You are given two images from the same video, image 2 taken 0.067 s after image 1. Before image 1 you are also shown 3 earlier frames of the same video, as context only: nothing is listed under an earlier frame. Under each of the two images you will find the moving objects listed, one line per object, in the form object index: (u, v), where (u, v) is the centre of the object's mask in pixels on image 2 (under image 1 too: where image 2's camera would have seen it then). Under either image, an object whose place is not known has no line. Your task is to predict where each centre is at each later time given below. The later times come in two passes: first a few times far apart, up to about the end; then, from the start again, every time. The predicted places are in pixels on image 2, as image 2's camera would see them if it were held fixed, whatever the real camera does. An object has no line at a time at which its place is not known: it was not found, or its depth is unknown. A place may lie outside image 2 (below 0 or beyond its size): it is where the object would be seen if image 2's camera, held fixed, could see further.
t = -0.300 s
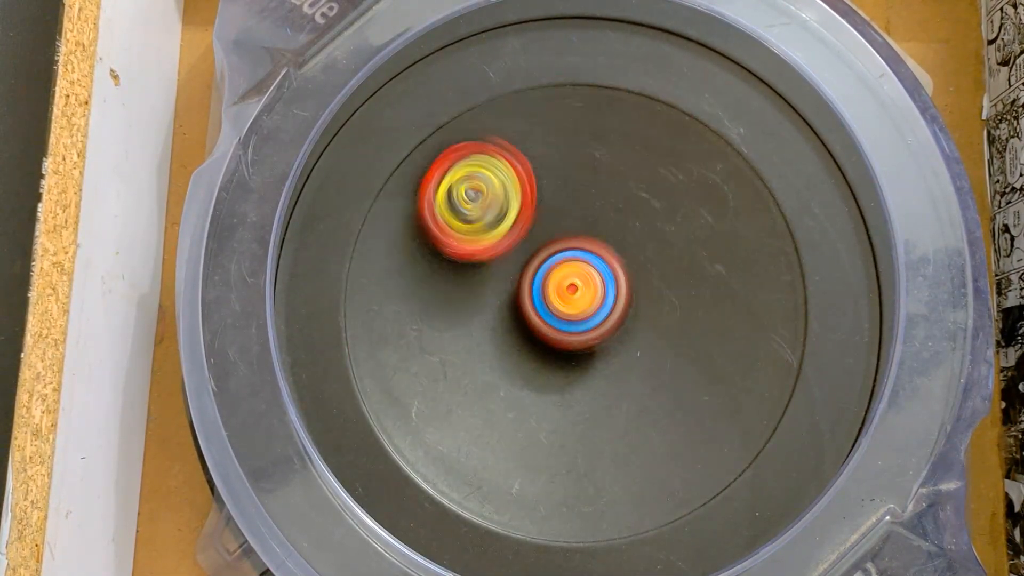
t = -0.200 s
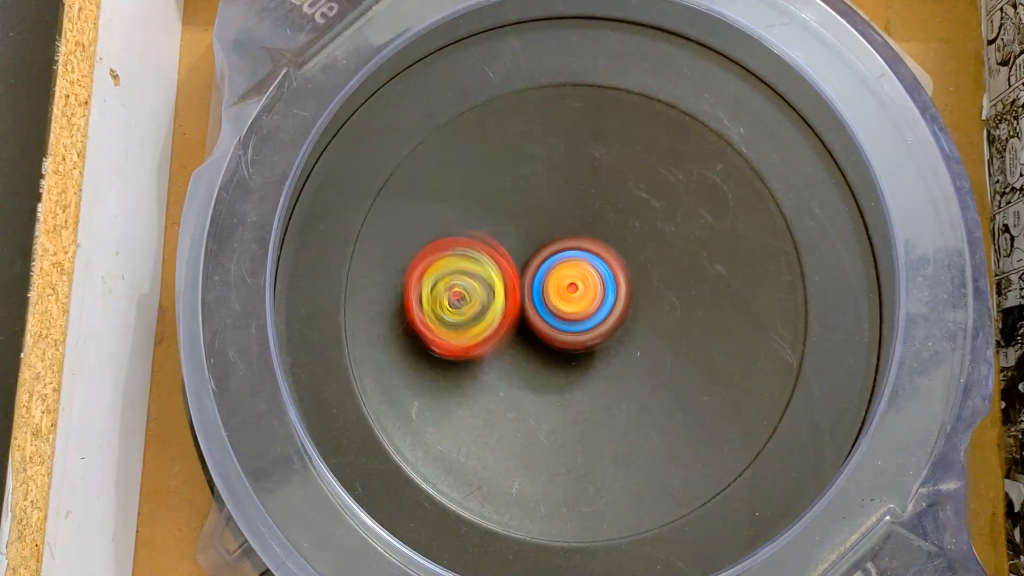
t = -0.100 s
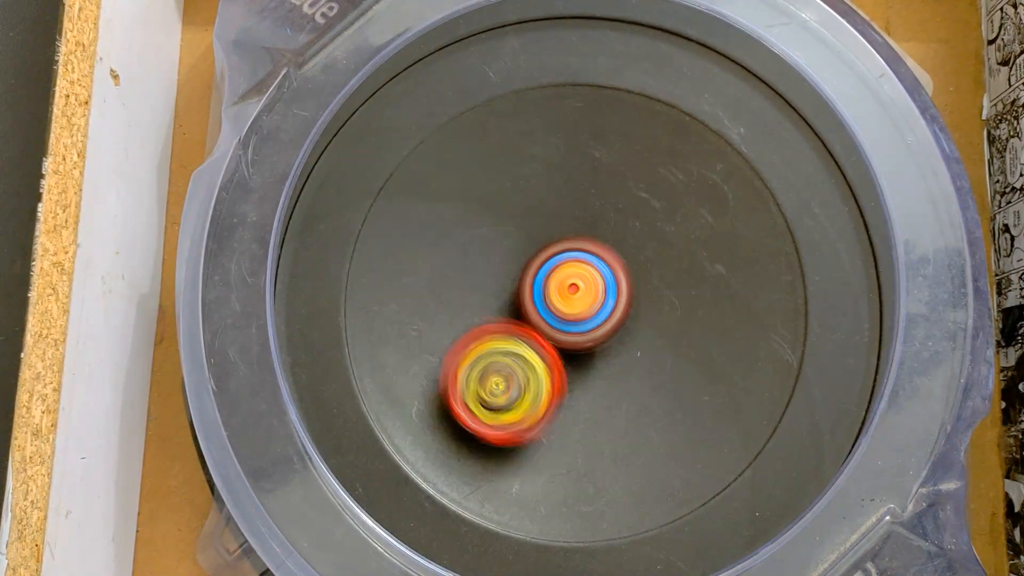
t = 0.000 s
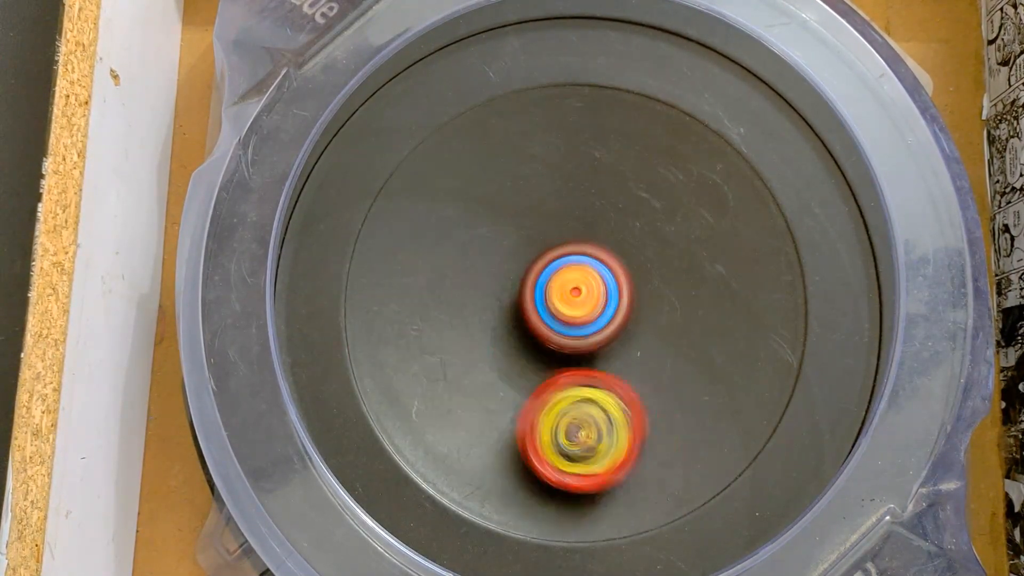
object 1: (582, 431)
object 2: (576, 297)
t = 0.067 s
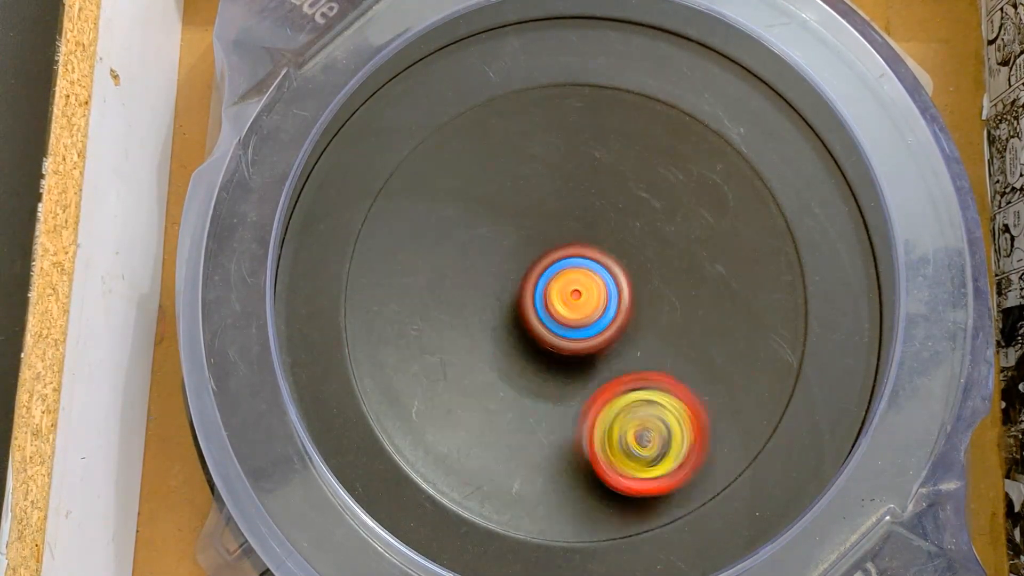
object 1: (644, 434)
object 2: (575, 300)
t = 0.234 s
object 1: (739, 334)
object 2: (576, 306)
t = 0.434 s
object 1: (622, 200)
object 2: (577, 309)
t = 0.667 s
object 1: (440, 276)
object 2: (577, 313)
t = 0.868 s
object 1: (466, 428)
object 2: (575, 308)
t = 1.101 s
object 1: (654, 377)
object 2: (573, 301)
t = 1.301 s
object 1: (675, 224)
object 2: (560, 277)
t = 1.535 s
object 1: (515, 172)
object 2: (566, 297)
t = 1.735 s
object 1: (460, 314)
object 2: (573, 307)
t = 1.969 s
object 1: (606, 419)
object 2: (578, 301)
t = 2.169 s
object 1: (703, 313)
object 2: (575, 302)
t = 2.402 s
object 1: (617, 168)
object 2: (554, 306)
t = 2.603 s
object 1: (504, 217)
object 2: (547, 318)
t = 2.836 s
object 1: (468, 228)
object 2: (545, 328)
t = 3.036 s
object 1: (478, 225)
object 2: (561, 318)
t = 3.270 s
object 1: (511, 204)
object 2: (586, 309)
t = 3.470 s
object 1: (536, 202)
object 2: (603, 317)
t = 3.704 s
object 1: (574, 210)
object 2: (600, 341)
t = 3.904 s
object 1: (606, 210)
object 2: (574, 347)
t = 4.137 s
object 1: (635, 226)
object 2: (555, 347)
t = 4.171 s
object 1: (633, 236)
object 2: (553, 346)
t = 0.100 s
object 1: (674, 427)
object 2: (576, 301)
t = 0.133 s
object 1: (702, 412)
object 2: (576, 302)
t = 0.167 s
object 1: (722, 390)
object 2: (576, 302)
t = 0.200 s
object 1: (734, 364)
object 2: (576, 304)
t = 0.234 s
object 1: (739, 334)
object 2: (576, 306)
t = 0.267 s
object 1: (737, 304)
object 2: (576, 306)
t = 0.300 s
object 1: (725, 274)
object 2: (576, 307)
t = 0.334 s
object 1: (706, 248)
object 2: (576, 307)
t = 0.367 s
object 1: (682, 227)
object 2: (576, 307)
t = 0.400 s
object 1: (652, 210)
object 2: (577, 308)
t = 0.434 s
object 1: (622, 200)
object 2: (577, 309)
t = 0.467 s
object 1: (589, 198)
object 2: (577, 310)
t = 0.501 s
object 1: (557, 200)
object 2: (576, 310)
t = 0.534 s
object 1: (527, 205)
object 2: (577, 311)
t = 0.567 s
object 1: (500, 217)
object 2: (577, 312)
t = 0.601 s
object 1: (475, 233)
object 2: (576, 314)
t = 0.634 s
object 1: (455, 254)
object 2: (577, 313)
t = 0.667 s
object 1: (440, 276)
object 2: (577, 313)
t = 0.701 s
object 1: (428, 302)
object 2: (577, 313)
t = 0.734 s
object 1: (422, 330)
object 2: (576, 313)
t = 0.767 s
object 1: (424, 358)
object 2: (576, 311)
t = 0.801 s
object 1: (430, 384)
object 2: (576, 309)
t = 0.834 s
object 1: (446, 410)
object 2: (576, 308)
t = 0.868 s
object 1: (466, 428)
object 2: (575, 308)
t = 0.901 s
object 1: (491, 442)
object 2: (575, 308)
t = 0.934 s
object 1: (522, 448)
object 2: (575, 307)
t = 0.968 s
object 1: (552, 447)
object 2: (576, 307)
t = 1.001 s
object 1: (582, 438)
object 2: (575, 308)
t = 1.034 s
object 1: (610, 422)
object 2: (575, 307)
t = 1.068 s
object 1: (635, 401)
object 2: (574, 305)
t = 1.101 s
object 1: (654, 377)
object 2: (573, 301)
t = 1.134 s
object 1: (675, 358)
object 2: (569, 294)
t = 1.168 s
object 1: (686, 335)
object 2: (565, 287)
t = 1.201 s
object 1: (692, 307)
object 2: (562, 281)
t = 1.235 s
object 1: (692, 278)
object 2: (561, 278)
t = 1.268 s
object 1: (687, 250)
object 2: (560, 277)
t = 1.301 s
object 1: (675, 224)
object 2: (560, 277)
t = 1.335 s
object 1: (660, 202)
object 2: (560, 279)
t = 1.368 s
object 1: (642, 183)
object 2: (561, 281)
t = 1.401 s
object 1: (618, 169)
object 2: (562, 284)
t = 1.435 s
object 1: (593, 159)
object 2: (563, 288)
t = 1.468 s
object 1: (567, 157)
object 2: (563, 291)
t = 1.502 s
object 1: (539, 161)
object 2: (564, 294)
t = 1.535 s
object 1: (515, 172)
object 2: (566, 297)
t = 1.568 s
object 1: (494, 186)
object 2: (567, 300)
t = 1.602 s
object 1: (476, 206)
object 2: (569, 302)
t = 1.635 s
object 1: (461, 231)
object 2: (570, 304)
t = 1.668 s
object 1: (455, 258)
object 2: (571, 306)
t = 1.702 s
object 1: (456, 286)
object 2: (572, 307)
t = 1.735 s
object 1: (460, 314)
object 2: (573, 307)
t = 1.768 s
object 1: (470, 340)
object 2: (574, 307)
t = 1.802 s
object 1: (484, 364)
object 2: (575, 306)
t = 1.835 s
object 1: (503, 385)
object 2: (577, 304)
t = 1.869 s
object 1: (526, 401)
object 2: (578, 303)
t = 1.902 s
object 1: (549, 411)
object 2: (578, 302)
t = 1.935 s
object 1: (578, 418)
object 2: (578, 302)
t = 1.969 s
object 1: (606, 419)
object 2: (578, 301)
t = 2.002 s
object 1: (632, 414)
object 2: (578, 301)
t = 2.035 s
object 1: (657, 402)
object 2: (577, 301)
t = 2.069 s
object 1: (677, 386)
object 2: (576, 301)
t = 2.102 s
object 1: (692, 365)
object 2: (576, 301)
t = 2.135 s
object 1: (701, 340)
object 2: (576, 301)
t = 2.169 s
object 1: (703, 313)
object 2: (575, 302)
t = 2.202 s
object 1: (698, 287)
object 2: (575, 302)
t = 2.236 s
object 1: (686, 262)
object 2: (574, 302)
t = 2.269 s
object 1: (670, 241)
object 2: (573, 302)
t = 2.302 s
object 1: (658, 221)
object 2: (570, 301)
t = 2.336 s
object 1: (647, 198)
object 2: (563, 302)
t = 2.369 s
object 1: (633, 181)
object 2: (558, 304)
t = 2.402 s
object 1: (617, 168)
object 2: (554, 306)
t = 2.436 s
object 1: (597, 160)
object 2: (551, 308)
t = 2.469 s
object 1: (574, 159)
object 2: (550, 310)
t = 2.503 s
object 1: (551, 166)
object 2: (549, 311)
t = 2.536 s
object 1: (532, 179)
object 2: (548, 314)
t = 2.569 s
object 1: (515, 197)
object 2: (547, 315)
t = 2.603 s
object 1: (504, 217)
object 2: (547, 318)
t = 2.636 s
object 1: (499, 224)
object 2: (544, 324)
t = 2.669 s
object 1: (493, 224)
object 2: (542, 331)
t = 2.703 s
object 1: (487, 223)
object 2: (541, 336)
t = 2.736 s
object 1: (481, 222)
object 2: (542, 337)
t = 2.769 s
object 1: (475, 221)
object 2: (544, 334)
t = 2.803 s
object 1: (471, 224)
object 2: (544, 332)
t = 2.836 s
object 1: (468, 228)
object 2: (545, 328)
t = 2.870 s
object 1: (470, 233)
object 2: (546, 324)
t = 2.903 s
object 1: (470, 230)
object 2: (551, 325)
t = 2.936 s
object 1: (470, 228)
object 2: (554, 325)
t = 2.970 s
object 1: (473, 226)
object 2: (557, 322)
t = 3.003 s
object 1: (473, 228)
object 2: (559, 320)
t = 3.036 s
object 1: (478, 225)
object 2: (561, 318)
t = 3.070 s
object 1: (483, 221)
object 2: (567, 319)
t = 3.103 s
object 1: (491, 218)
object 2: (571, 318)
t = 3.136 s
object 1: (496, 216)
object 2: (574, 315)
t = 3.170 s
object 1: (500, 215)
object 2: (577, 312)
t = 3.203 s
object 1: (504, 212)
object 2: (579, 311)
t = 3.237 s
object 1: (509, 209)
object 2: (582, 311)
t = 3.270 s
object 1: (511, 204)
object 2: (586, 309)
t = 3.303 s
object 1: (517, 201)
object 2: (590, 307)
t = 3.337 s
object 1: (522, 201)
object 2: (593, 304)
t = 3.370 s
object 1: (524, 199)
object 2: (597, 309)
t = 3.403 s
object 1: (528, 197)
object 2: (601, 312)
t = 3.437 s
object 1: (532, 201)
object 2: (602, 315)
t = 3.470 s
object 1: (536, 202)
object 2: (603, 317)
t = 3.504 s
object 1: (542, 210)
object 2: (603, 317)
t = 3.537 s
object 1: (550, 208)
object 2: (604, 323)
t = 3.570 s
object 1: (559, 209)
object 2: (607, 331)
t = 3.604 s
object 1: (564, 208)
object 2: (607, 337)
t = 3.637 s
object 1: (565, 210)
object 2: (605, 340)
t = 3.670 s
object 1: (568, 211)
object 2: (602, 342)
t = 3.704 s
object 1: (574, 210)
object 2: (600, 341)
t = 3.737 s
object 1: (575, 213)
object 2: (596, 338)
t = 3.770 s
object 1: (581, 218)
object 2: (592, 336)
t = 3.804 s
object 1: (588, 219)
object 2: (587, 336)
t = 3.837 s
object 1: (599, 211)
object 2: (582, 342)
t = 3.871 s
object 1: (603, 211)
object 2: (578, 346)
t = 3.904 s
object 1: (606, 210)
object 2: (574, 347)
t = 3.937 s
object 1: (607, 211)
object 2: (572, 348)
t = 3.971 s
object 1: (610, 211)
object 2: (568, 350)
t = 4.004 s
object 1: (612, 211)
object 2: (566, 350)
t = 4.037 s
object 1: (619, 211)
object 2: (564, 350)
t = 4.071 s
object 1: (626, 215)
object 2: (561, 349)
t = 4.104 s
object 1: (632, 220)
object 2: (558, 349)
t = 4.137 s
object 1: (635, 226)
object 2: (555, 347)
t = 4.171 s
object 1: (633, 236)
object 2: (553, 346)
